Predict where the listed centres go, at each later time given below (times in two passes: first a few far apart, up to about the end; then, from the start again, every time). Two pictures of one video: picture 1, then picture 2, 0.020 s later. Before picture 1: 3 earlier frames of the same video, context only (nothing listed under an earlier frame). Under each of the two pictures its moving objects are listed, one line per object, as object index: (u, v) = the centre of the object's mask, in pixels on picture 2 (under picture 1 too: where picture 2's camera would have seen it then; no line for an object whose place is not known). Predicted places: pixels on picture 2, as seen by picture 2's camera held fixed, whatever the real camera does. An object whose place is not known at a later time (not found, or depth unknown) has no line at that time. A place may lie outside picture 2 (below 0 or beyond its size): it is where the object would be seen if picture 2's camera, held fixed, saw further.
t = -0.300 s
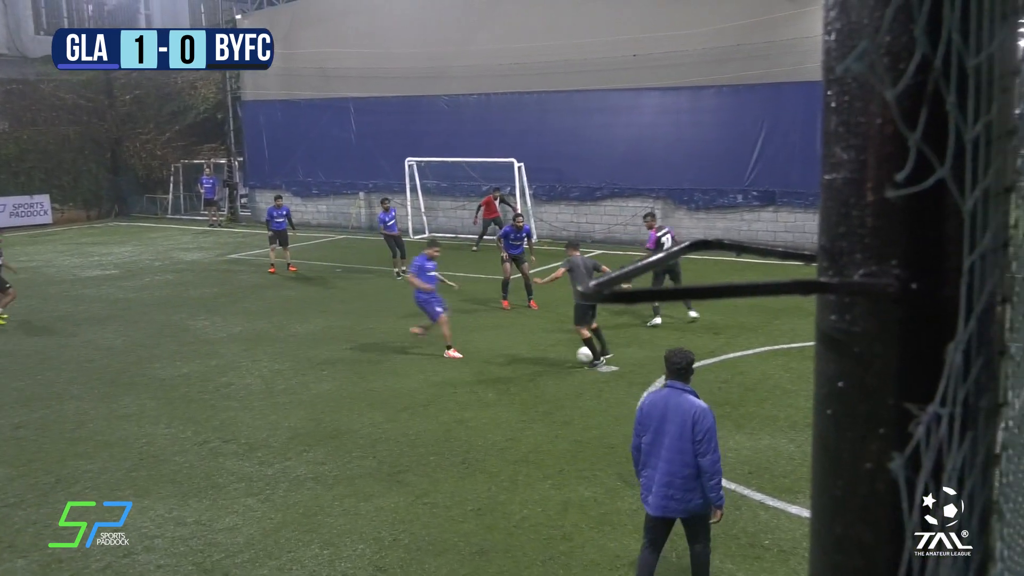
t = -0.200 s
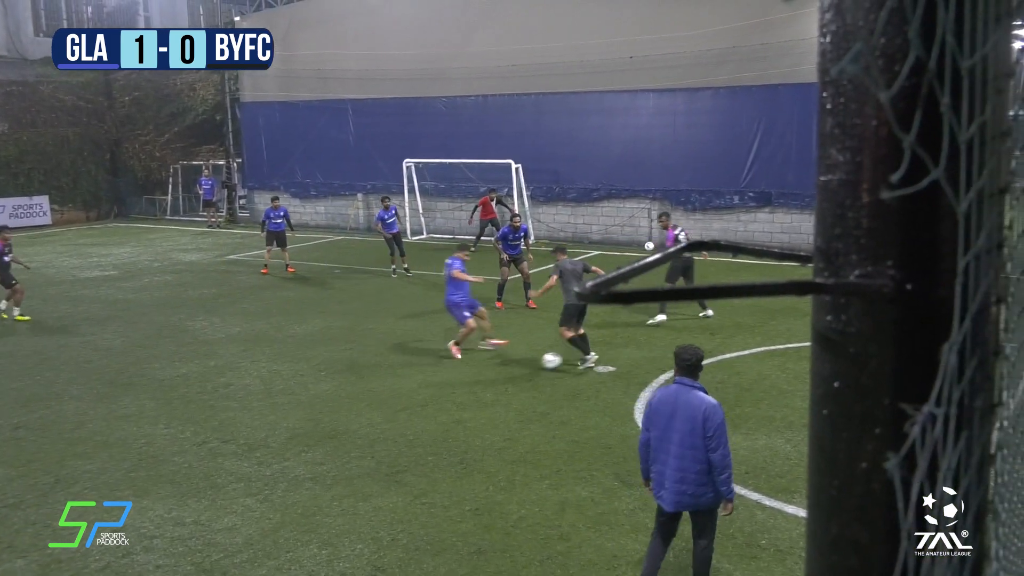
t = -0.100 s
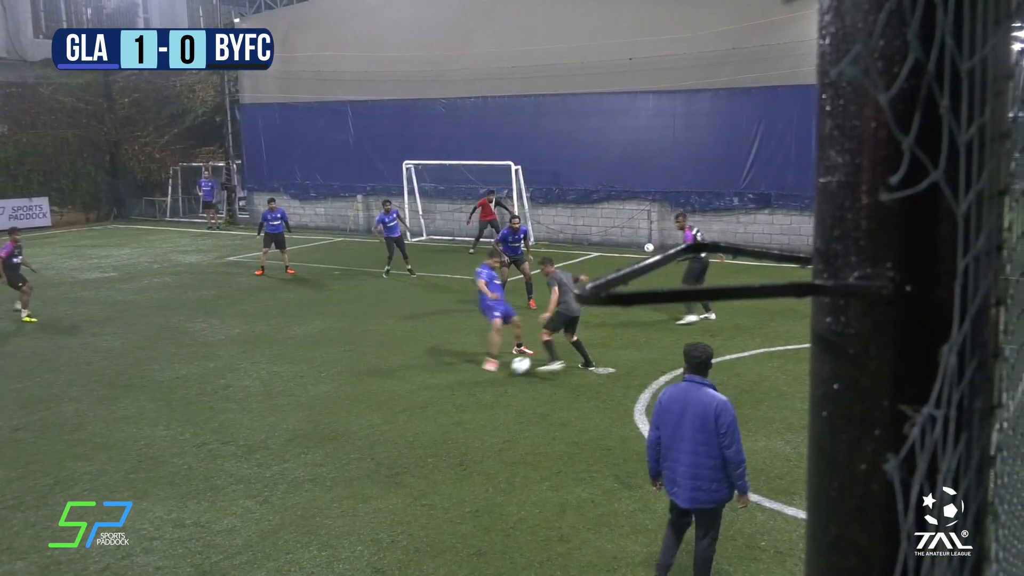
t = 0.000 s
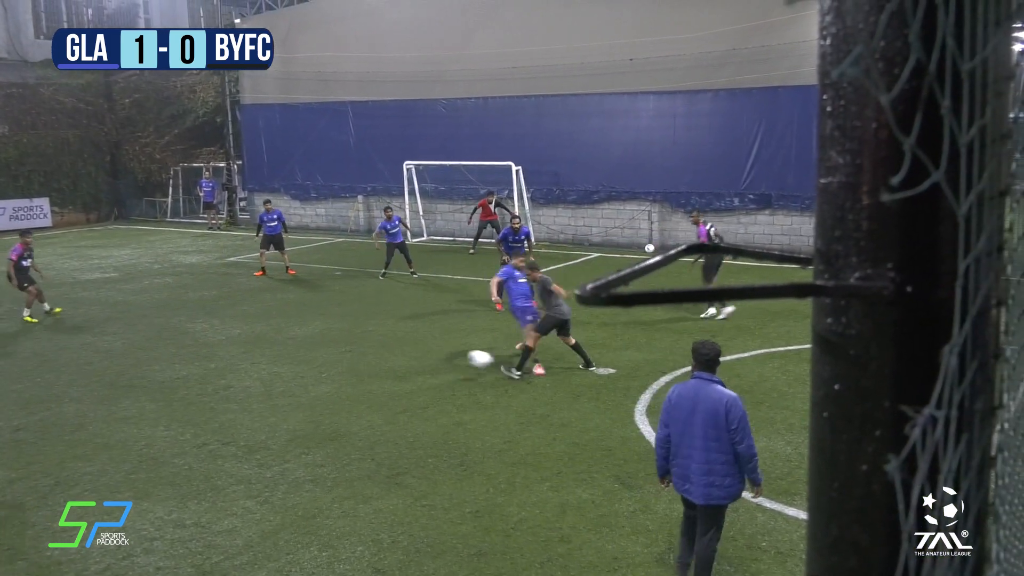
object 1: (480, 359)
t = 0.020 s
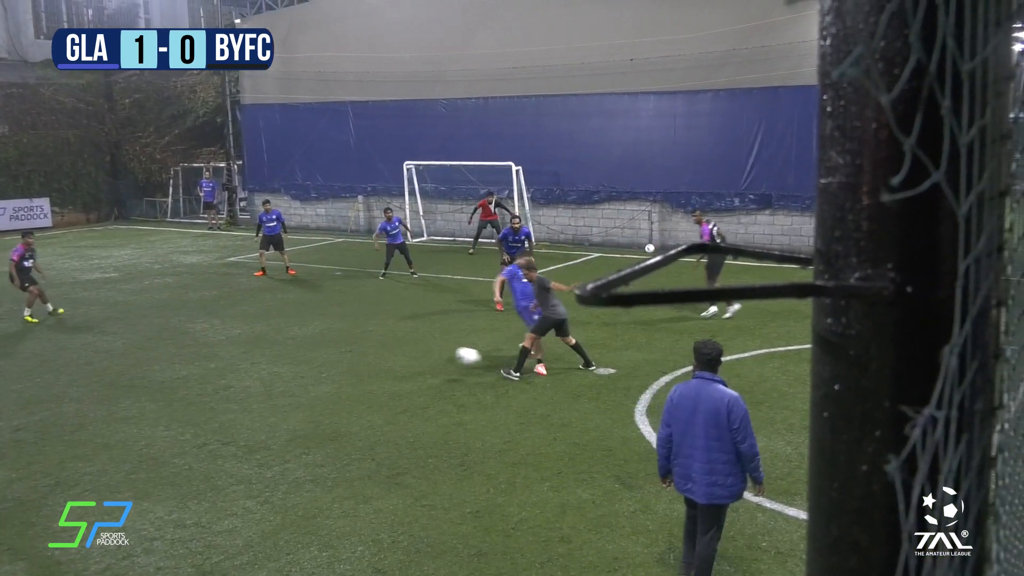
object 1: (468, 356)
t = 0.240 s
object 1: (336, 341)
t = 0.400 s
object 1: (243, 358)
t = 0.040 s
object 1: (456, 353)
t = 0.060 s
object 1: (444, 350)
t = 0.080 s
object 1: (431, 348)
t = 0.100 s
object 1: (419, 347)
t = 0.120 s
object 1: (407, 344)
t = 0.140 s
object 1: (395, 343)
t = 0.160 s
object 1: (384, 342)
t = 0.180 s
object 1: (371, 340)
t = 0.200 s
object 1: (359, 340)
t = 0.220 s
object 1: (347, 340)
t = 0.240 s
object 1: (336, 341)
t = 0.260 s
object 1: (324, 342)
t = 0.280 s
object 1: (312, 343)
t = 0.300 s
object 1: (300, 345)
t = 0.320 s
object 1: (288, 347)
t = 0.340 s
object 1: (277, 349)
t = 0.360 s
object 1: (266, 352)
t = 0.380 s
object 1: (254, 356)
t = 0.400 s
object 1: (243, 358)
